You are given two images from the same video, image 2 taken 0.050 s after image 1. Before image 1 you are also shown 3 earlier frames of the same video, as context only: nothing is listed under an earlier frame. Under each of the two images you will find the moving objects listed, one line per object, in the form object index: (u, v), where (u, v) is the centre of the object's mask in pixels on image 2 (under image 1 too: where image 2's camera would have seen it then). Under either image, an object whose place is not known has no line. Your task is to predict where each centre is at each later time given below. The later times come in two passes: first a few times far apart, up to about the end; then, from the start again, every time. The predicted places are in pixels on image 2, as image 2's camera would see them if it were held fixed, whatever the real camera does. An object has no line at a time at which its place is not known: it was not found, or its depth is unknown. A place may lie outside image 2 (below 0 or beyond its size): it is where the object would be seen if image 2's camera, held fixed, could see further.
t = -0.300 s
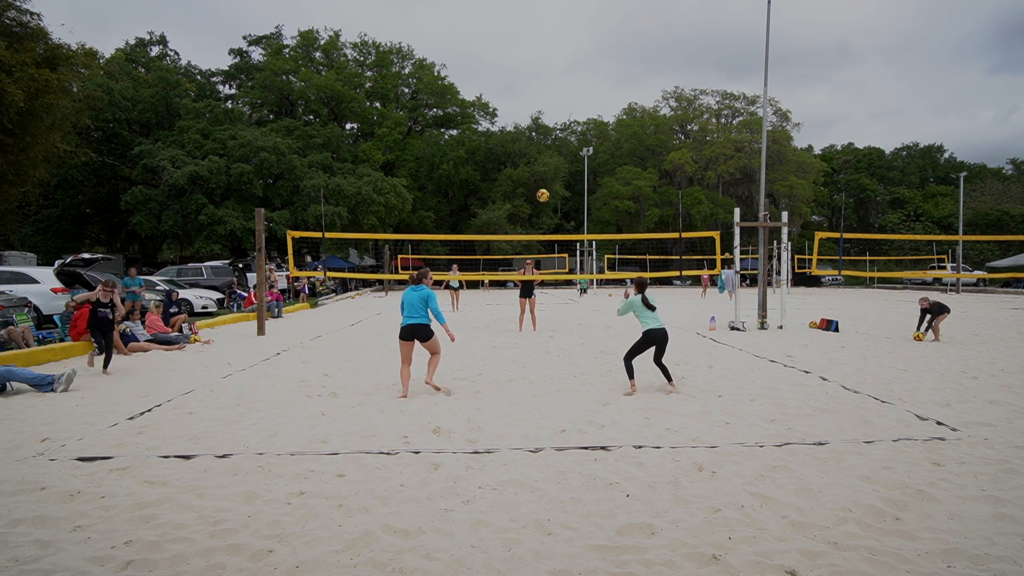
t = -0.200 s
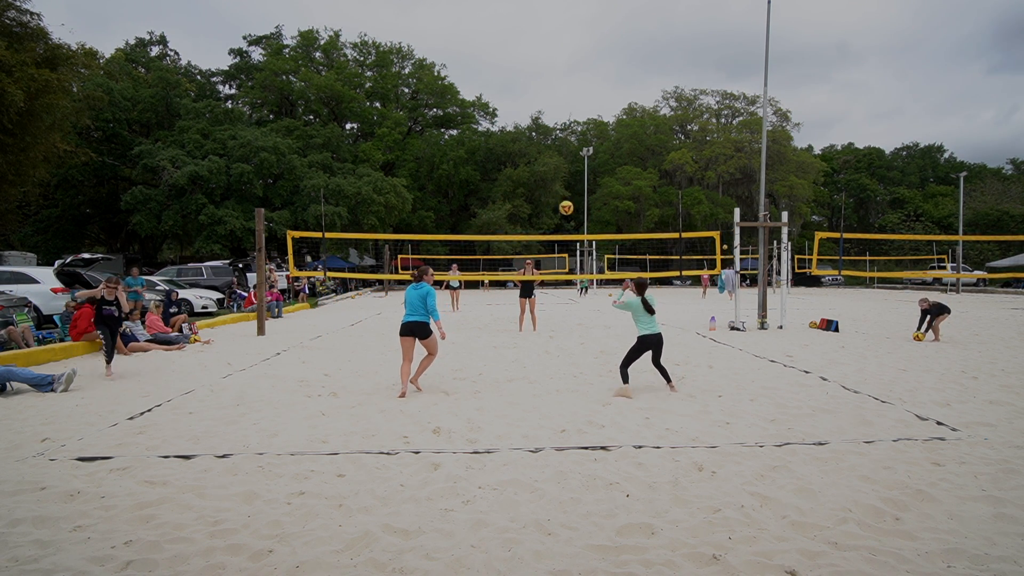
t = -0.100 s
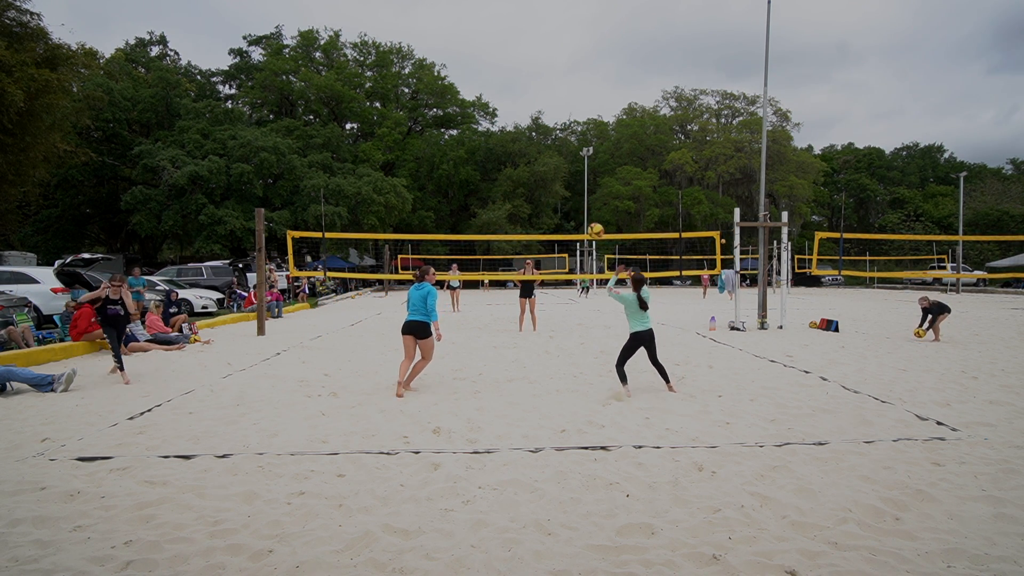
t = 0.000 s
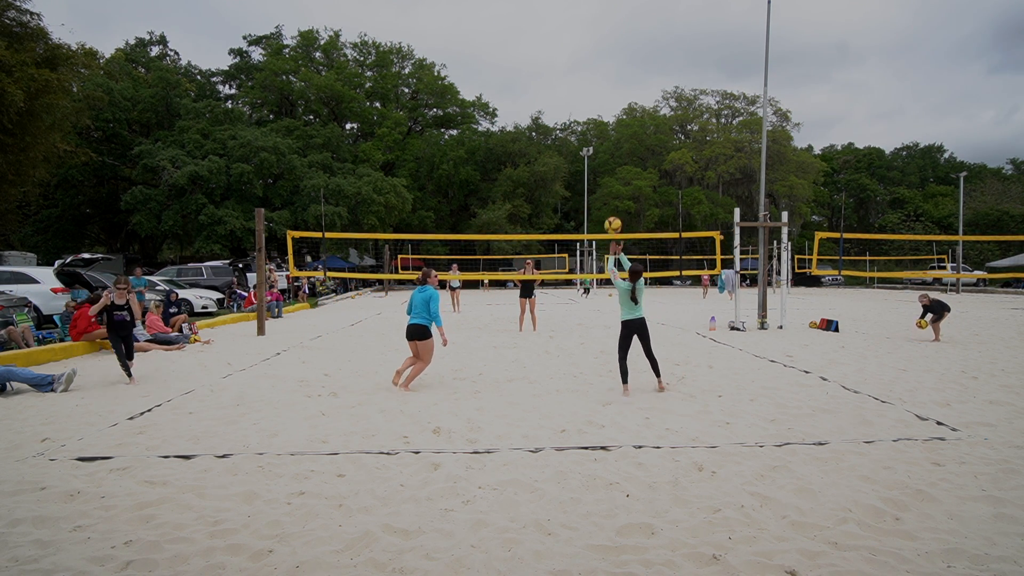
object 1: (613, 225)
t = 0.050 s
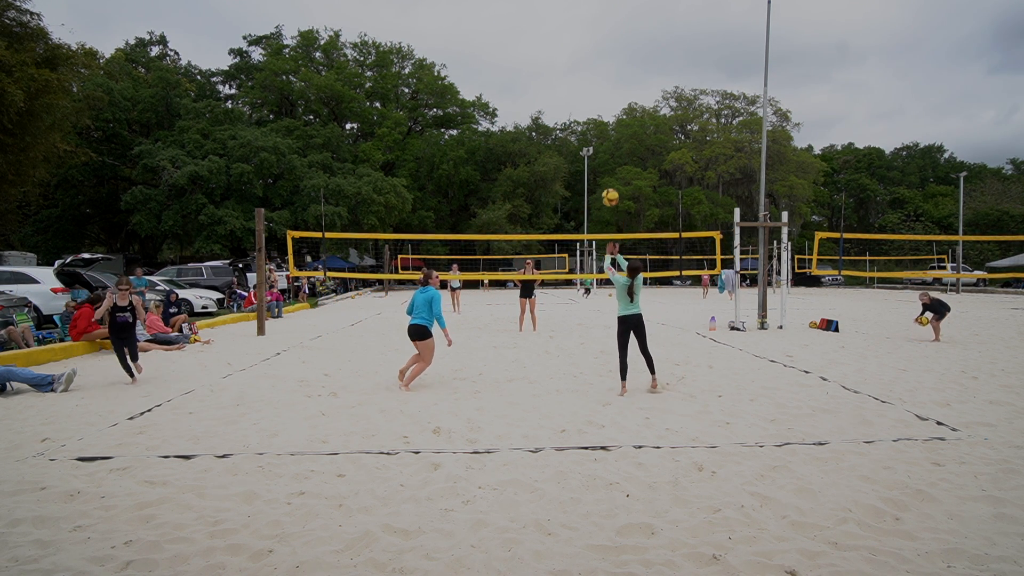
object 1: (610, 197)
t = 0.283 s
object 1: (598, 95)
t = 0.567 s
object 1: (587, 33)
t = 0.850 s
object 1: (578, 28)
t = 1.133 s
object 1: (572, 77)
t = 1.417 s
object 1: (568, 172)
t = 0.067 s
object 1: (609, 188)
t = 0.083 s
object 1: (608, 180)
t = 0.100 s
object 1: (607, 171)
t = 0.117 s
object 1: (606, 163)
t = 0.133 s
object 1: (606, 155)
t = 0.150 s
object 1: (605, 148)
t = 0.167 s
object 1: (604, 140)
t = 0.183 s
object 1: (603, 133)
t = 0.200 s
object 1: (602, 126)
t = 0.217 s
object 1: (602, 120)
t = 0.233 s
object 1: (601, 113)
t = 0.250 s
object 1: (600, 107)
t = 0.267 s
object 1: (599, 101)
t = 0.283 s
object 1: (598, 95)
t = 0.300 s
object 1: (597, 90)
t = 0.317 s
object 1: (597, 85)
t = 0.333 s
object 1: (596, 80)
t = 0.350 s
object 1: (595, 75)
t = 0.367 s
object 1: (595, 70)
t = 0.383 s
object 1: (594, 66)
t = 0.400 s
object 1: (593, 62)
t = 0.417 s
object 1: (593, 58)
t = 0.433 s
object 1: (592, 55)
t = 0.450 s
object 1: (591, 51)
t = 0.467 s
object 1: (591, 48)
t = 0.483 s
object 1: (590, 45)
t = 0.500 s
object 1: (589, 42)
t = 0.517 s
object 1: (589, 40)
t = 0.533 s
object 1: (588, 37)
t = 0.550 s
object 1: (588, 35)
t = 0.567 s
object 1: (587, 33)
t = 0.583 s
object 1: (586, 31)
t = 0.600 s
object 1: (586, 30)
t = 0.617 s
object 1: (585, 28)
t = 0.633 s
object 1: (584, 27)
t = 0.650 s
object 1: (584, 26)
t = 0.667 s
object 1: (583, 25)
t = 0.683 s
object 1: (583, 25)
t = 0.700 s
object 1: (582, 24)
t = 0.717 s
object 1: (582, 24)
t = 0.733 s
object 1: (581, 24)
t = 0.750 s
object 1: (581, 24)
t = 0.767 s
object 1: (580, 24)
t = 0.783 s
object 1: (580, 25)
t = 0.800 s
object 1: (579, 26)
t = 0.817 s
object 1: (579, 26)
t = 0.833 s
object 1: (578, 27)
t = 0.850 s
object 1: (578, 28)
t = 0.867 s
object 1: (578, 30)
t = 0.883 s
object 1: (577, 32)
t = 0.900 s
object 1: (577, 33)
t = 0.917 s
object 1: (576, 35)
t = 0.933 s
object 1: (576, 38)
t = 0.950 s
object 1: (576, 40)
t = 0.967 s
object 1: (575, 42)
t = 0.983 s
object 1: (575, 45)
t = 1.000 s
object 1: (574, 48)
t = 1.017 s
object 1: (574, 51)
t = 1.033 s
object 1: (573, 54)
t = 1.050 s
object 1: (573, 58)
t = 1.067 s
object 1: (573, 61)
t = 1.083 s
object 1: (573, 65)
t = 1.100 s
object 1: (572, 69)
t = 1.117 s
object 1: (572, 73)
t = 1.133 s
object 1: (572, 77)
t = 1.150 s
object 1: (571, 81)
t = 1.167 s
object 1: (571, 86)
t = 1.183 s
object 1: (571, 90)
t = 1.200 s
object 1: (570, 95)
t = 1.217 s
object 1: (570, 100)
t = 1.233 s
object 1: (570, 105)
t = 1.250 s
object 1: (570, 111)
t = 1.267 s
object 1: (570, 116)
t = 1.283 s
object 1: (569, 122)
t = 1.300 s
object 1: (569, 128)
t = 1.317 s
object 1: (569, 133)
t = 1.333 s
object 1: (569, 139)
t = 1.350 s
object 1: (569, 145)
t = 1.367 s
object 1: (568, 152)
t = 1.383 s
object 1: (568, 158)
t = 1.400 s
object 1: (568, 165)
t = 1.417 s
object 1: (568, 172)
